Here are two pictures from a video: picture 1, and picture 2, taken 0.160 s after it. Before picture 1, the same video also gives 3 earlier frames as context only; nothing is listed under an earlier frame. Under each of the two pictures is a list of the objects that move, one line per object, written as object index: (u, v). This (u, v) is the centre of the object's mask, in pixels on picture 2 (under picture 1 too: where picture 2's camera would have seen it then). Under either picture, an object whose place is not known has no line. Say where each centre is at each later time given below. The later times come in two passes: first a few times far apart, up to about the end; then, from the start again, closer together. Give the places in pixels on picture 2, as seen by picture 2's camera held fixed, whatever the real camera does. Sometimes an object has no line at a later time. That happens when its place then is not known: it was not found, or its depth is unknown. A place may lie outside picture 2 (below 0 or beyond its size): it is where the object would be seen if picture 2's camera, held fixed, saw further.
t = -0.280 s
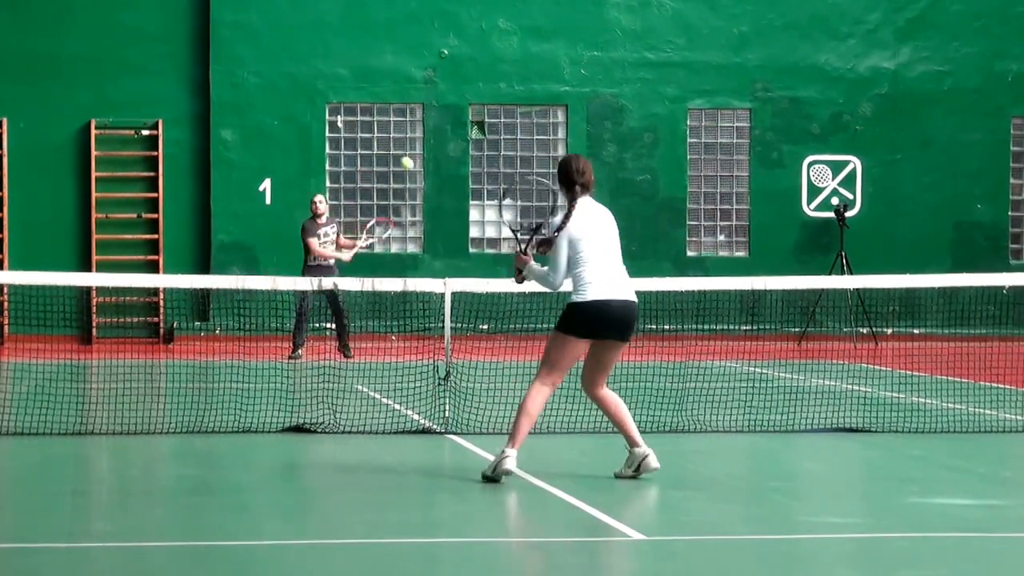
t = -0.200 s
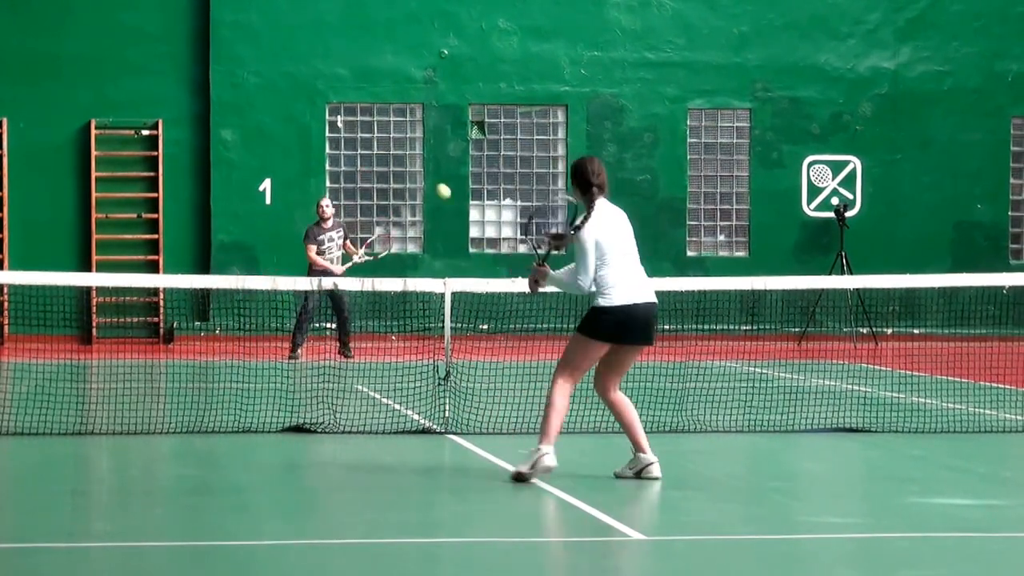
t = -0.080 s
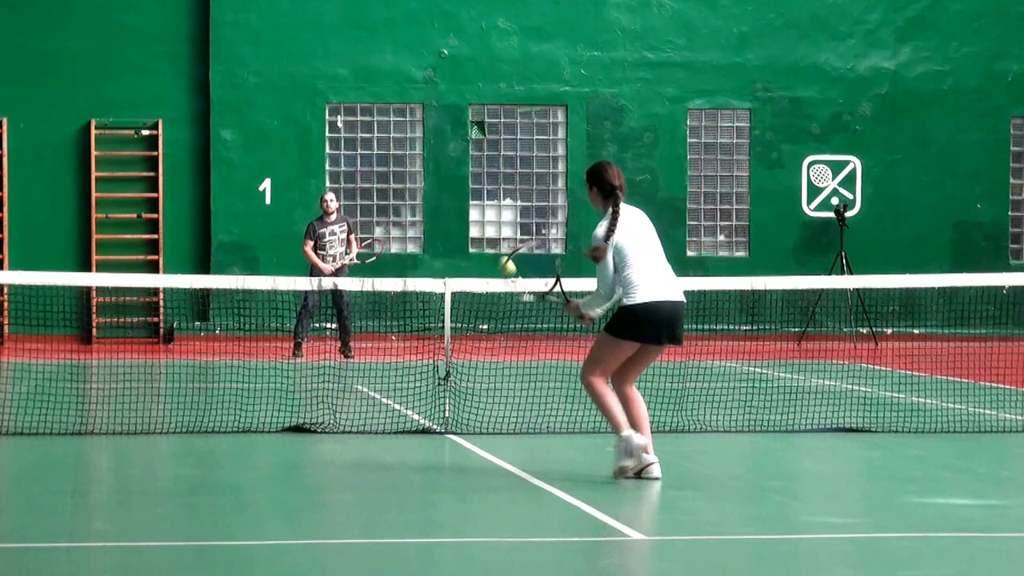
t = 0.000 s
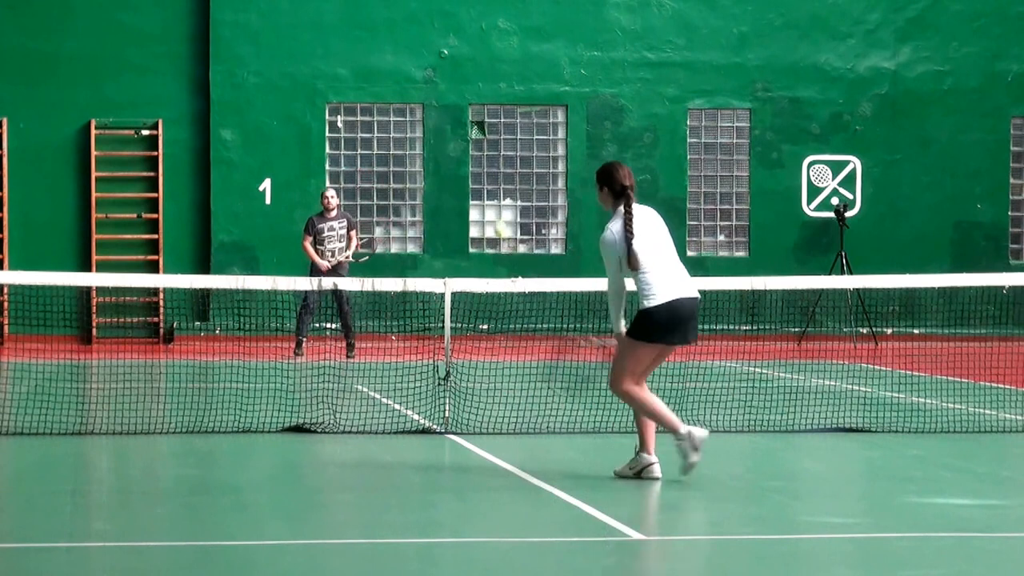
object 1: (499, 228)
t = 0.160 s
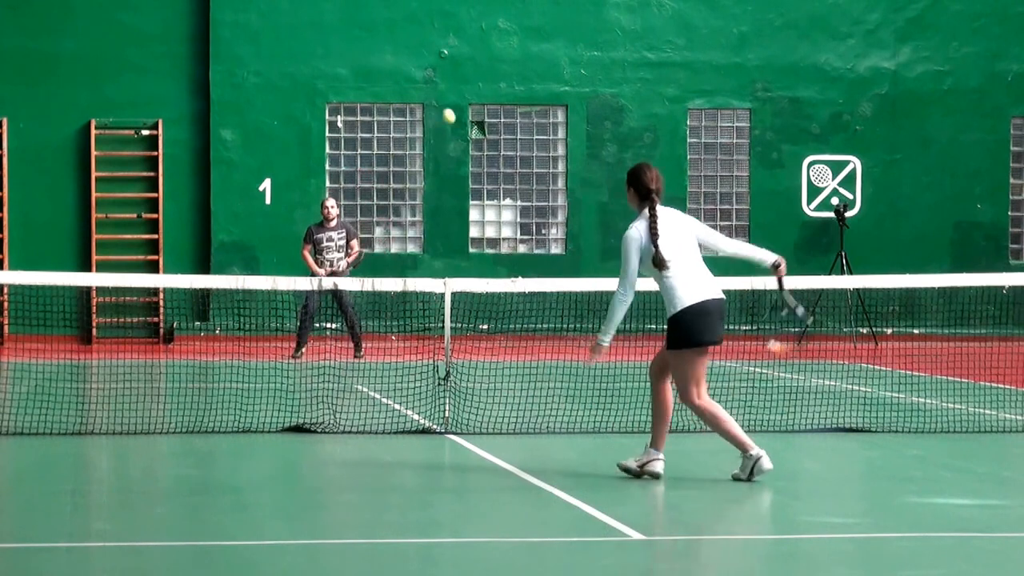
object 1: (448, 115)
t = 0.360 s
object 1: (400, 53)
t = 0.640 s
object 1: (348, 64)
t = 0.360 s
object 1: (400, 53)
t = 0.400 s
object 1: (391, 49)
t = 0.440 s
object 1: (383, 47)
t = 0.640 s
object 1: (348, 64)
